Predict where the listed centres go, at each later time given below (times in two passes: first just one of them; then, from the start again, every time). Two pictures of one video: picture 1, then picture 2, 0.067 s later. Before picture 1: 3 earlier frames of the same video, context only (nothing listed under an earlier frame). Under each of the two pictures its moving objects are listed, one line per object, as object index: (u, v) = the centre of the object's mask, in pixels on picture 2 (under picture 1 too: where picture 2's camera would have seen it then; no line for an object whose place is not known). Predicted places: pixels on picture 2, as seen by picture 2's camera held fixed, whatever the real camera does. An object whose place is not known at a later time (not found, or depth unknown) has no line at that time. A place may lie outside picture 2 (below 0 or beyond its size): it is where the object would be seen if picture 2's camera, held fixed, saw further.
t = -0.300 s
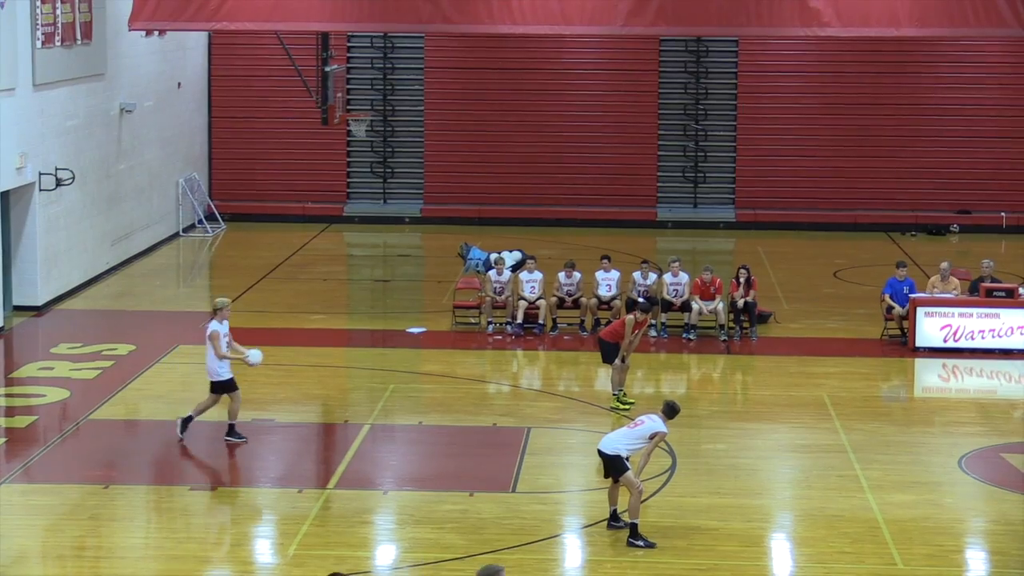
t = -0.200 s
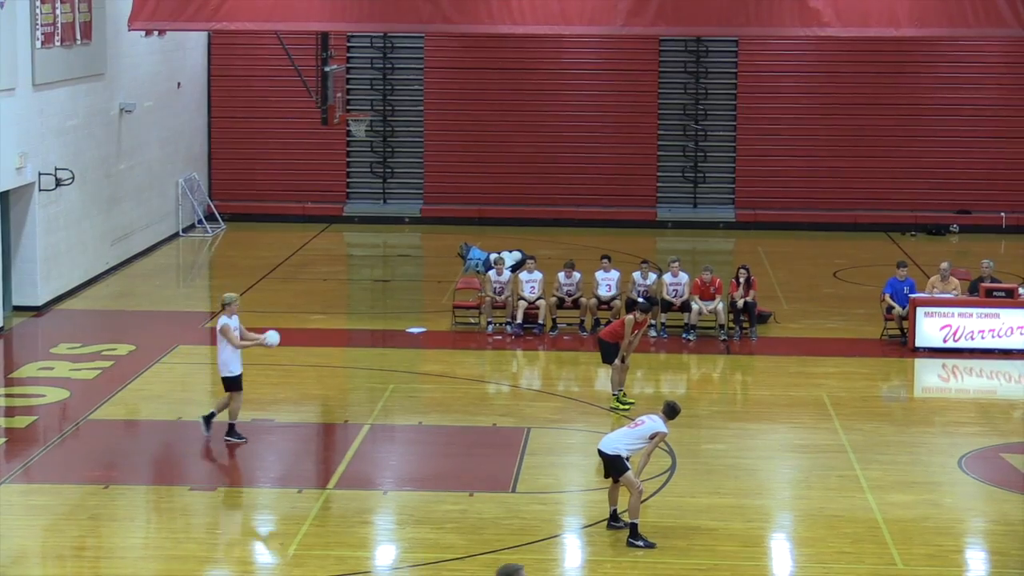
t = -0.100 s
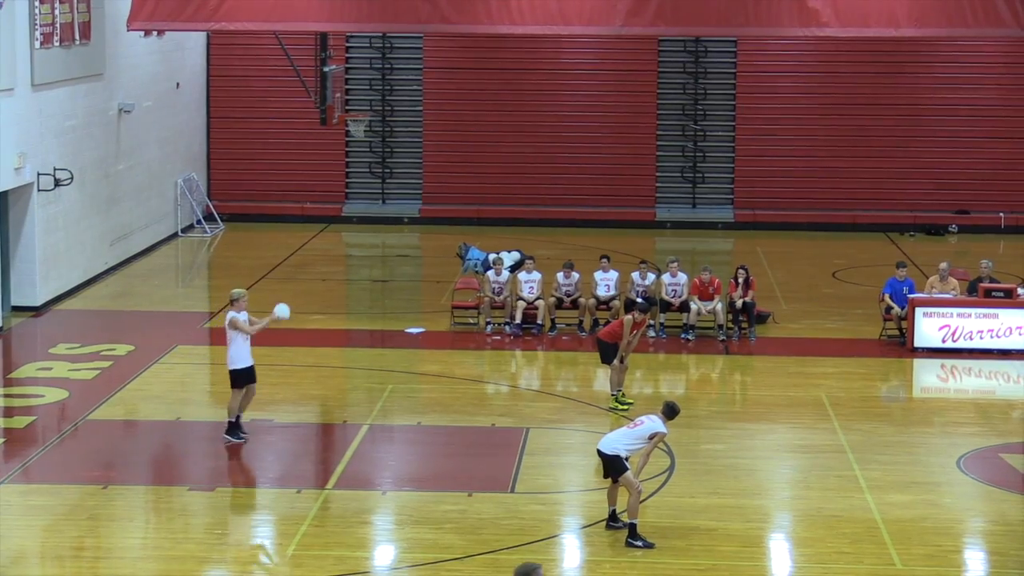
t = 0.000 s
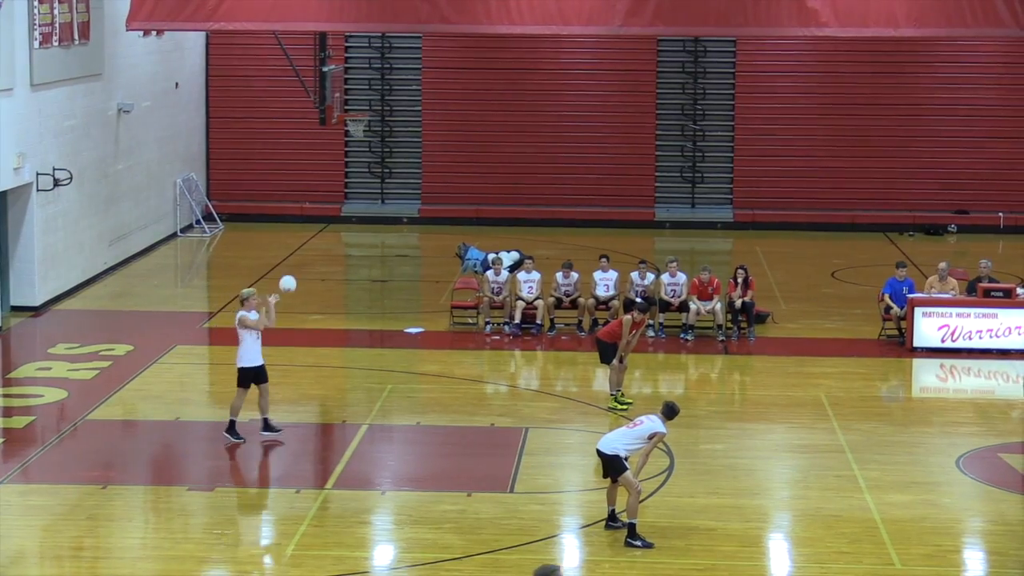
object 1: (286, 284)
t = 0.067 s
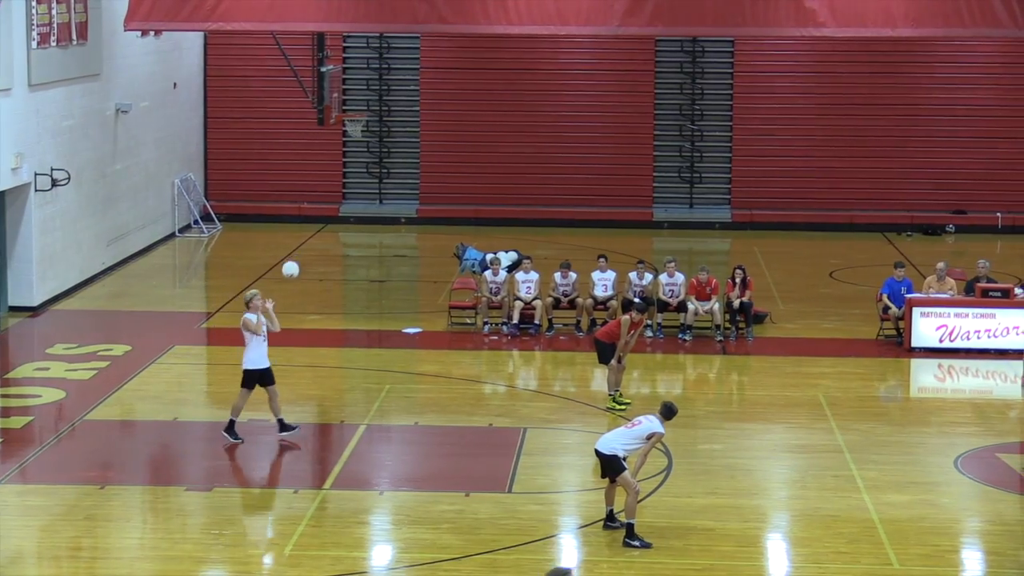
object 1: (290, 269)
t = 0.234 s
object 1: (302, 248)
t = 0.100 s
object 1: (293, 263)
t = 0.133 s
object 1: (295, 258)
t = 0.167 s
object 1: (297, 254)
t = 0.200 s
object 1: (299, 251)
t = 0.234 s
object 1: (302, 248)
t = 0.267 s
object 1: (304, 247)
